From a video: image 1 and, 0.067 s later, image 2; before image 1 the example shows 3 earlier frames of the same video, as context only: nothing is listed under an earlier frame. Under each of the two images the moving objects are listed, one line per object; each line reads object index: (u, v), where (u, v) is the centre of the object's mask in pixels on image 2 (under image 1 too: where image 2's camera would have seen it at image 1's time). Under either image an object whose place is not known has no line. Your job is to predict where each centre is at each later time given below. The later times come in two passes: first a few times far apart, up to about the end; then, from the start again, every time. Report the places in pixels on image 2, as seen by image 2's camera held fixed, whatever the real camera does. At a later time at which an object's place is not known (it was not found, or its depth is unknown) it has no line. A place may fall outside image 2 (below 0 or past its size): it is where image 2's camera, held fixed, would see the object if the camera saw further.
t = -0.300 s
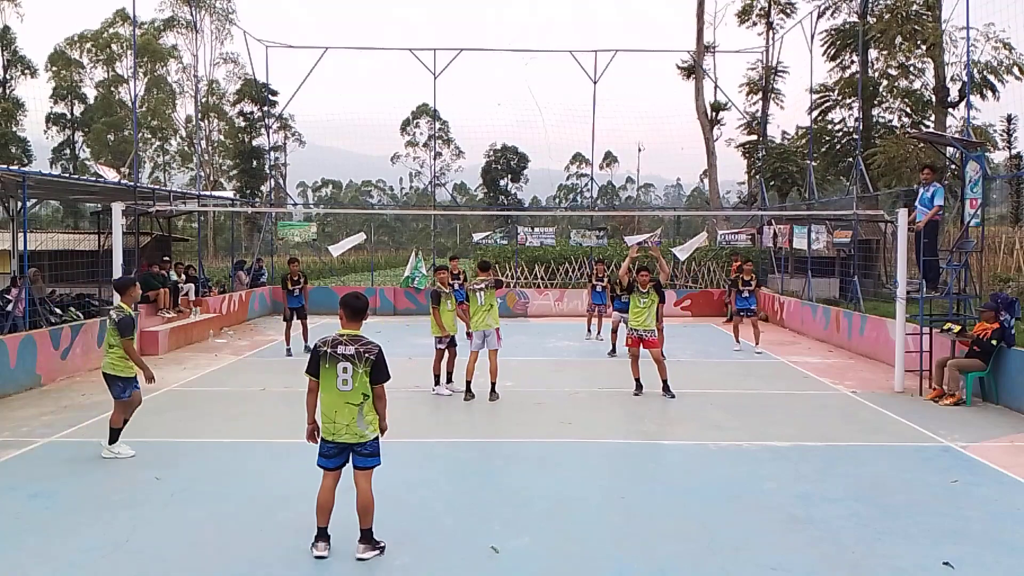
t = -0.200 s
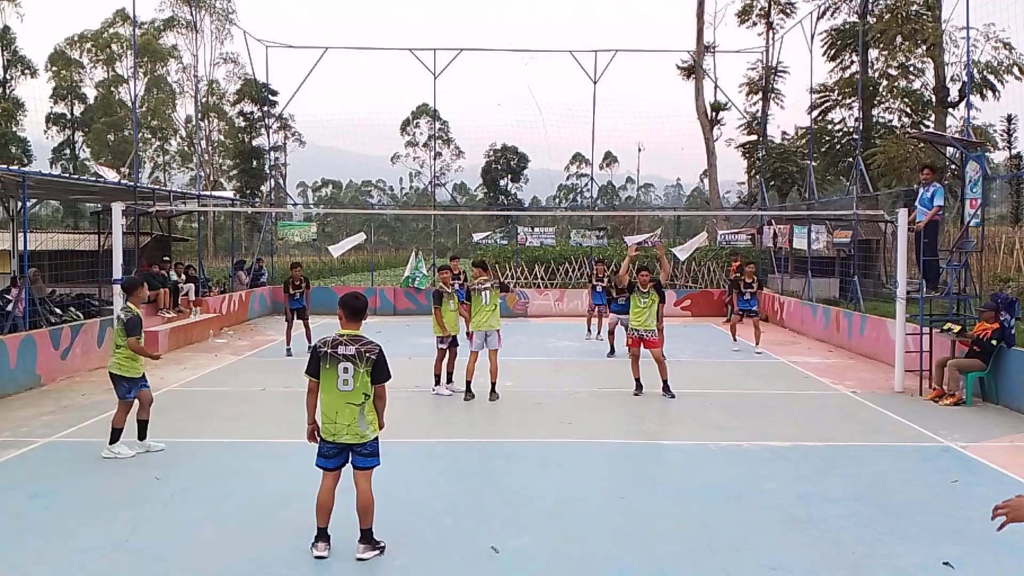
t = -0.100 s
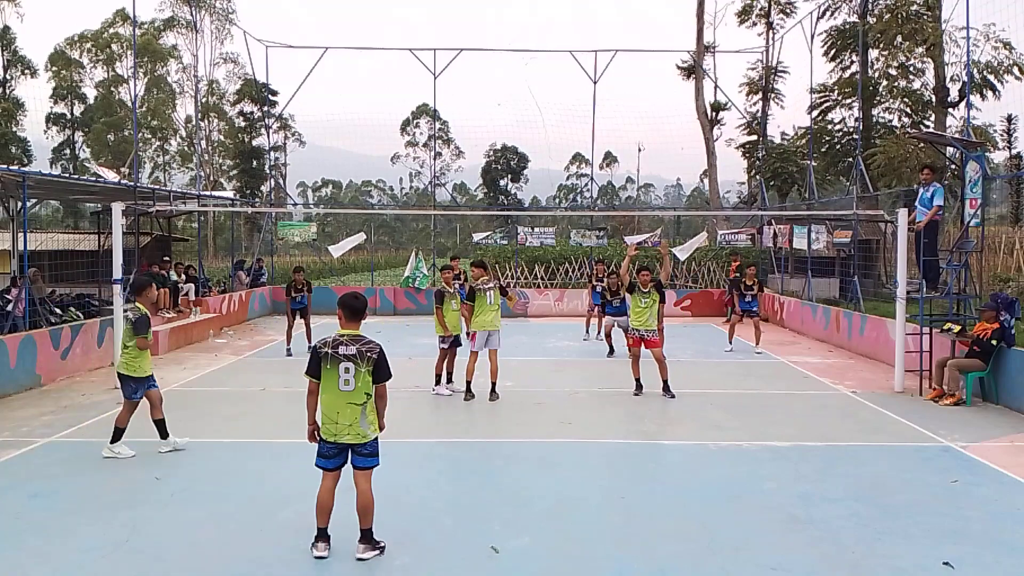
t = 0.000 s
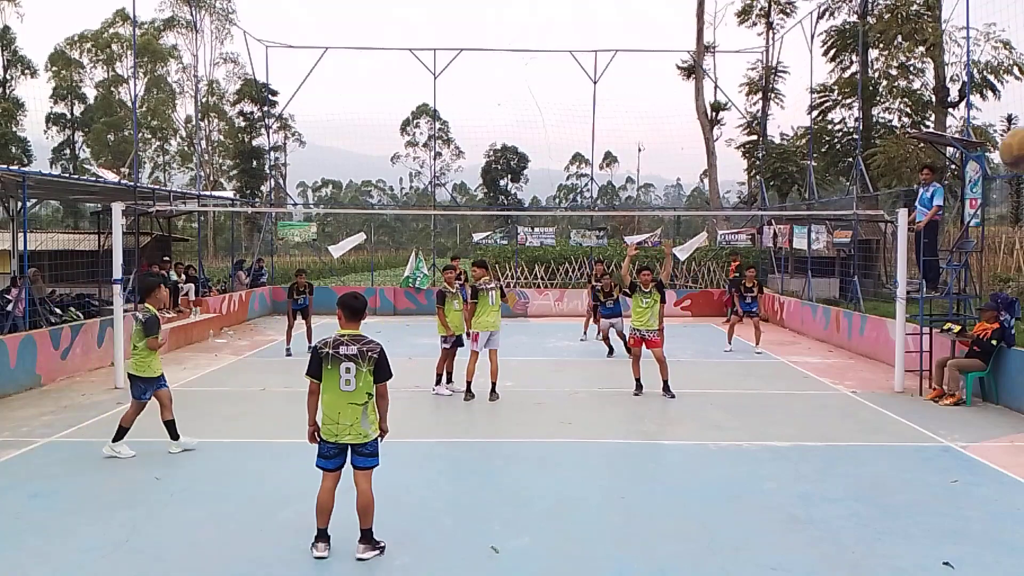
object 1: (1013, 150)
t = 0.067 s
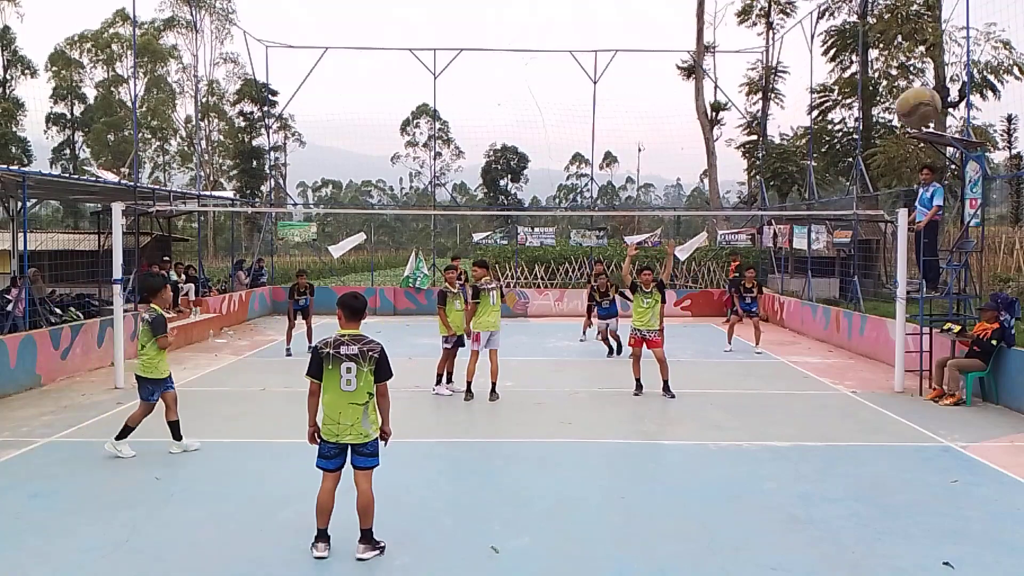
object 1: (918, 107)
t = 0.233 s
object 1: (768, 77)
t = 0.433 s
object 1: (688, 102)
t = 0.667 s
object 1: (641, 156)
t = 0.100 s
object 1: (878, 94)
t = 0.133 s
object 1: (844, 86)
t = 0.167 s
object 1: (815, 80)
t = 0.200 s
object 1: (789, 77)
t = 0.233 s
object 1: (768, 77)
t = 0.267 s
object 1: (750, 78)
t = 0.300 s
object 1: (734, 80)
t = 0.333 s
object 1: (720, 84)
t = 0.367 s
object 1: (708, 89)
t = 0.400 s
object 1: (697, 95)
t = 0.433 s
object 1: (688, 102)
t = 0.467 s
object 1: (679, 109)
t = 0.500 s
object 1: (672, 116)
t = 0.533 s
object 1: (664, 124)
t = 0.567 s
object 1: (658, 132)
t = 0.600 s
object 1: (652, 140)
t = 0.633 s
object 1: (646, 148)
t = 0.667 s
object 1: (641, 156)
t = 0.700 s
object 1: (637, 165)
